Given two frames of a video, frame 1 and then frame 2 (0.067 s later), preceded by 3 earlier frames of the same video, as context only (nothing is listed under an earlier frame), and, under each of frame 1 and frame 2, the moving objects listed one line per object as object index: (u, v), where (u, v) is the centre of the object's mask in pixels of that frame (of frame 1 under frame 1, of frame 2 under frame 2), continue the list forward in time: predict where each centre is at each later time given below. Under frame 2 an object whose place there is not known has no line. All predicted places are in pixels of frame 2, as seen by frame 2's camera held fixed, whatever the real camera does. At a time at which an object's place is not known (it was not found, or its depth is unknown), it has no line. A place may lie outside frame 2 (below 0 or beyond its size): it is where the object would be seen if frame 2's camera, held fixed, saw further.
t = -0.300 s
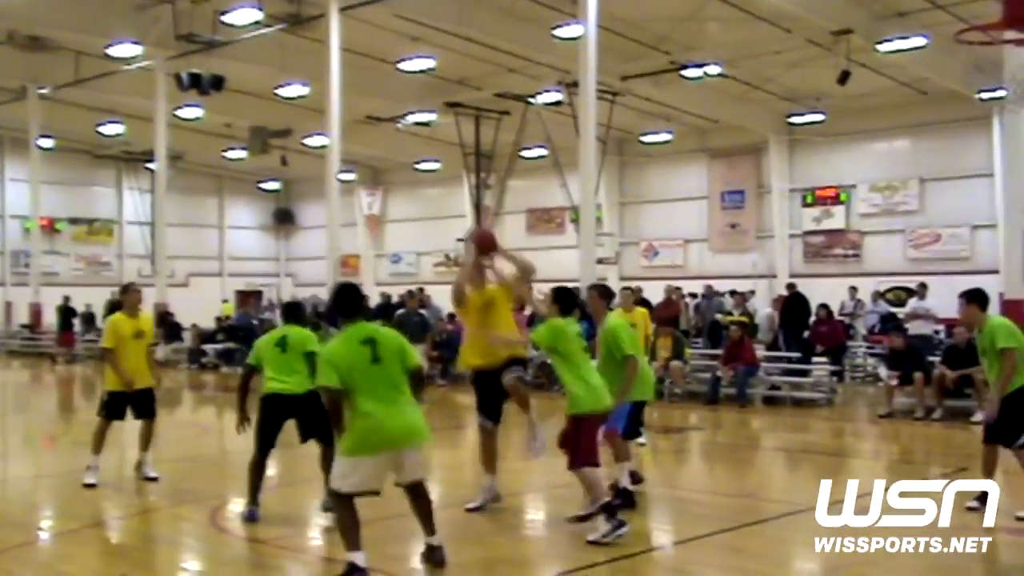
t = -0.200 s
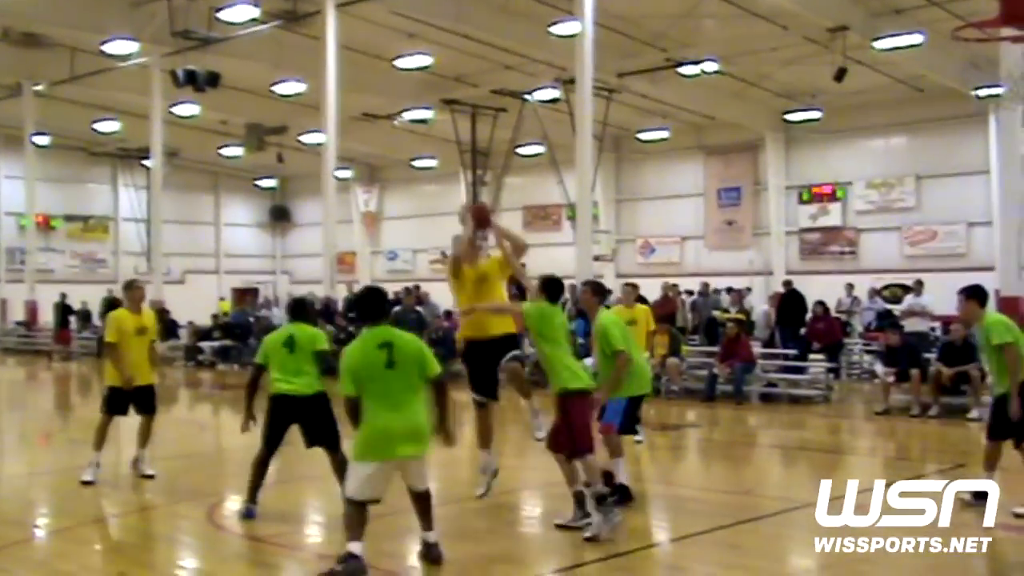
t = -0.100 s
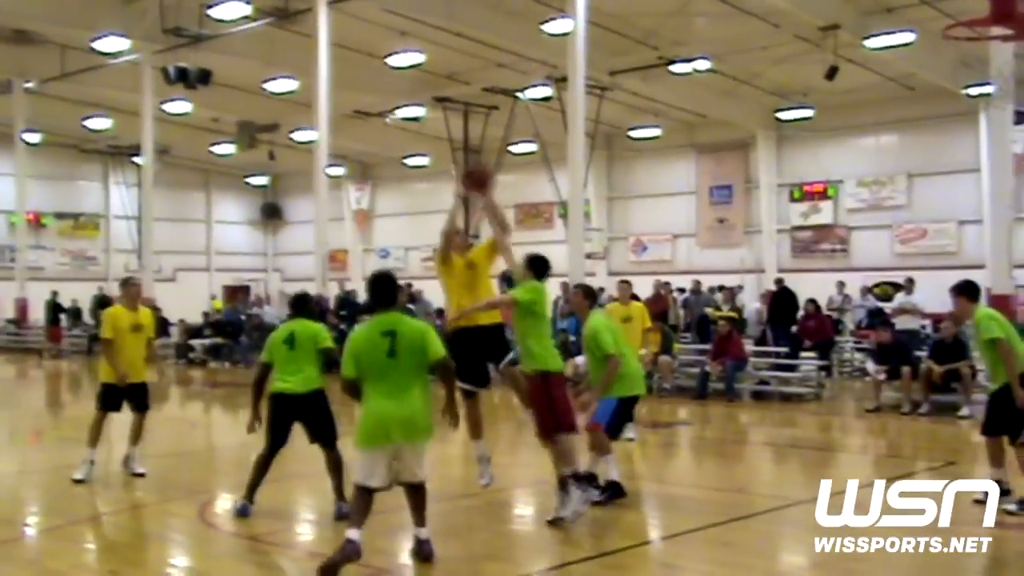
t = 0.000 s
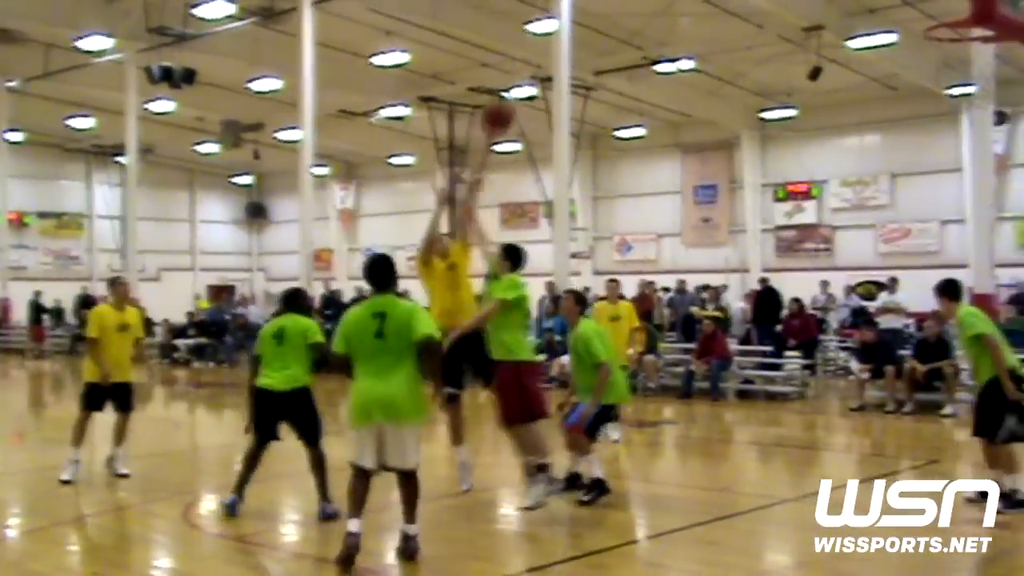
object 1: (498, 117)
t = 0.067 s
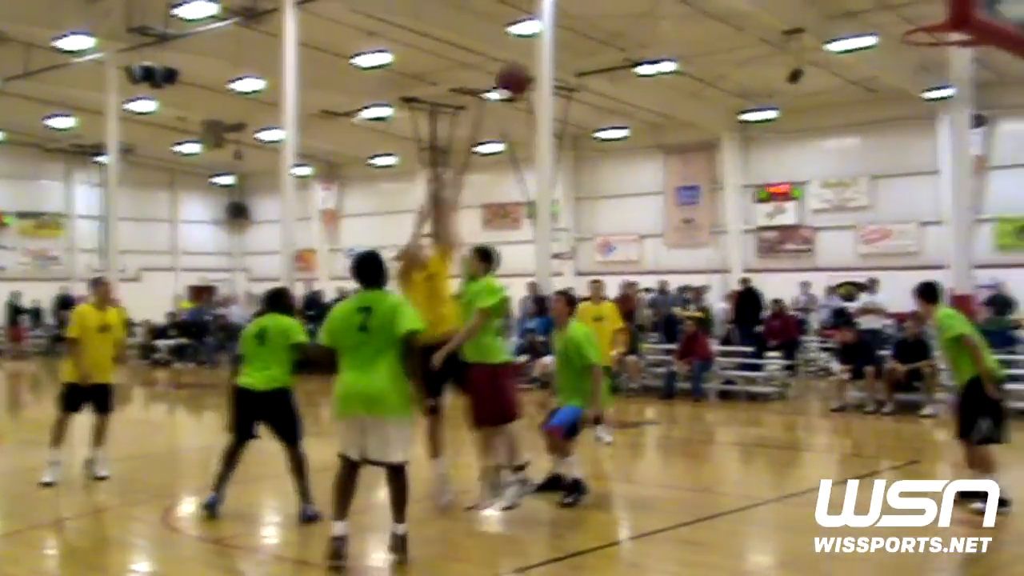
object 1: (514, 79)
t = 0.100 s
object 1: (528, 66)
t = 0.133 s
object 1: (544, 48)
